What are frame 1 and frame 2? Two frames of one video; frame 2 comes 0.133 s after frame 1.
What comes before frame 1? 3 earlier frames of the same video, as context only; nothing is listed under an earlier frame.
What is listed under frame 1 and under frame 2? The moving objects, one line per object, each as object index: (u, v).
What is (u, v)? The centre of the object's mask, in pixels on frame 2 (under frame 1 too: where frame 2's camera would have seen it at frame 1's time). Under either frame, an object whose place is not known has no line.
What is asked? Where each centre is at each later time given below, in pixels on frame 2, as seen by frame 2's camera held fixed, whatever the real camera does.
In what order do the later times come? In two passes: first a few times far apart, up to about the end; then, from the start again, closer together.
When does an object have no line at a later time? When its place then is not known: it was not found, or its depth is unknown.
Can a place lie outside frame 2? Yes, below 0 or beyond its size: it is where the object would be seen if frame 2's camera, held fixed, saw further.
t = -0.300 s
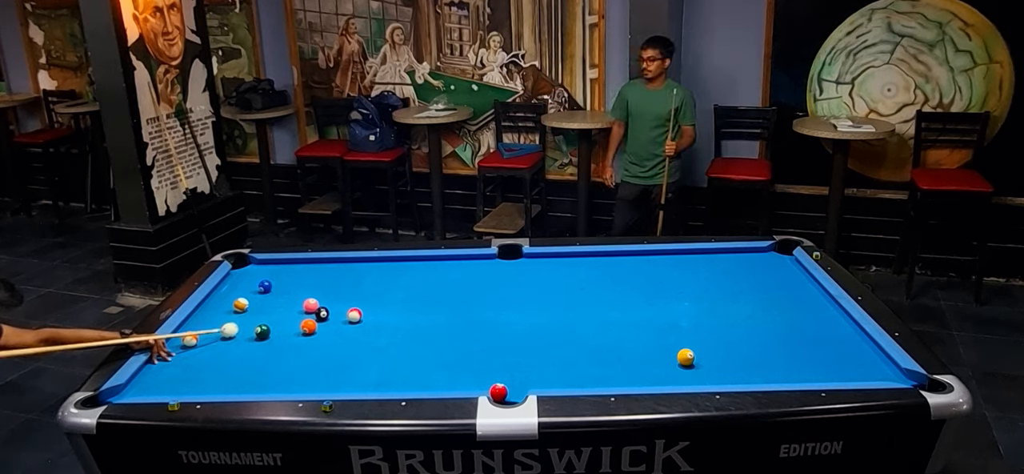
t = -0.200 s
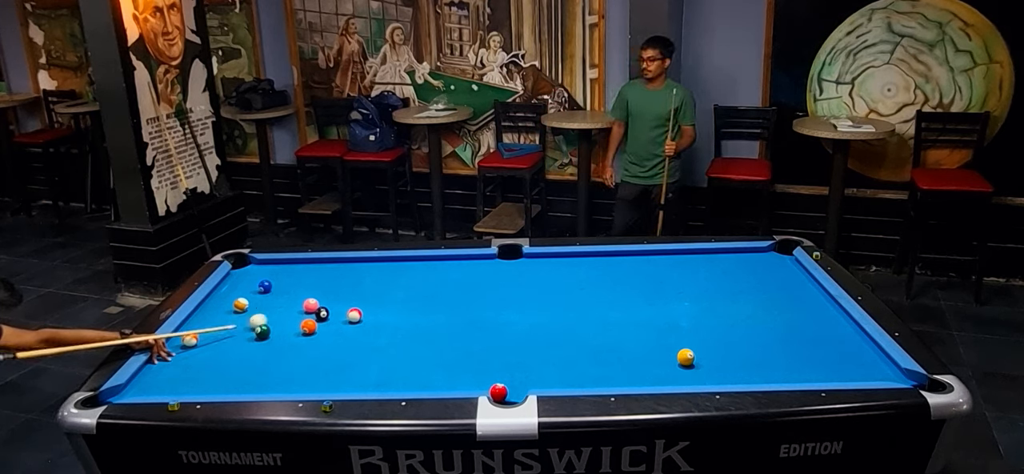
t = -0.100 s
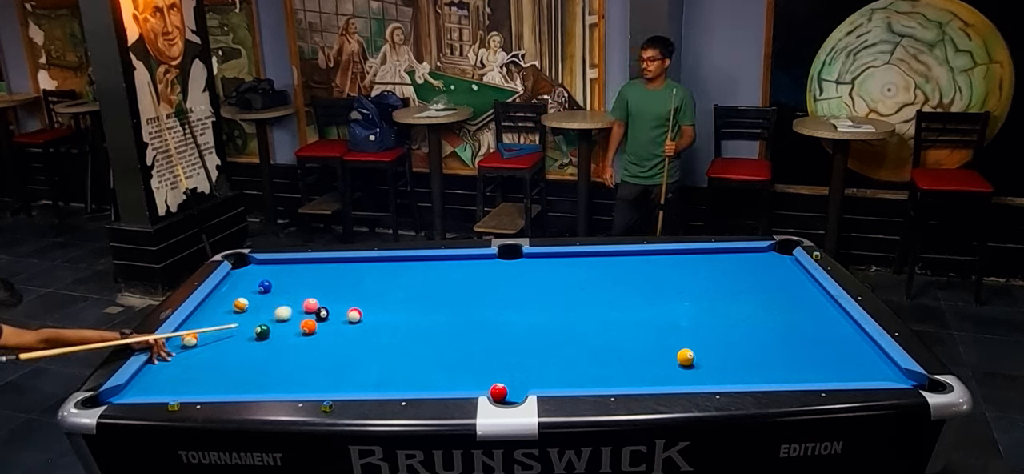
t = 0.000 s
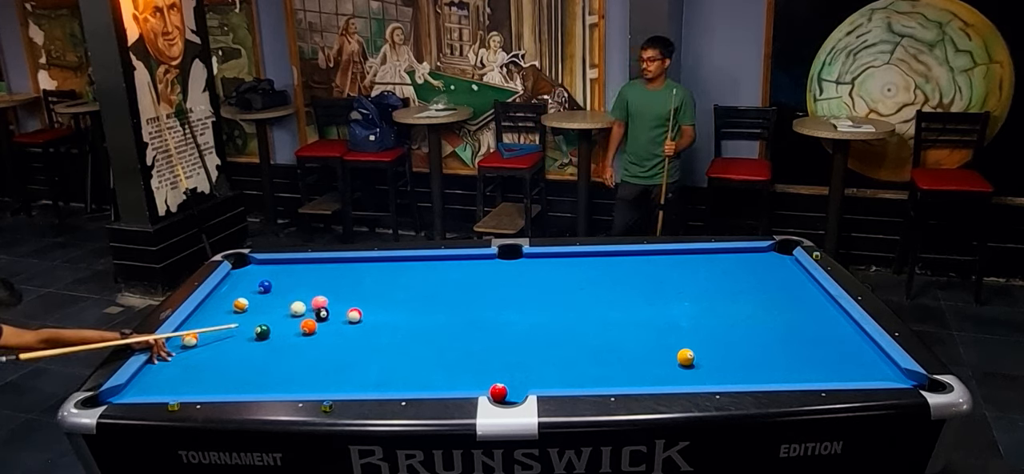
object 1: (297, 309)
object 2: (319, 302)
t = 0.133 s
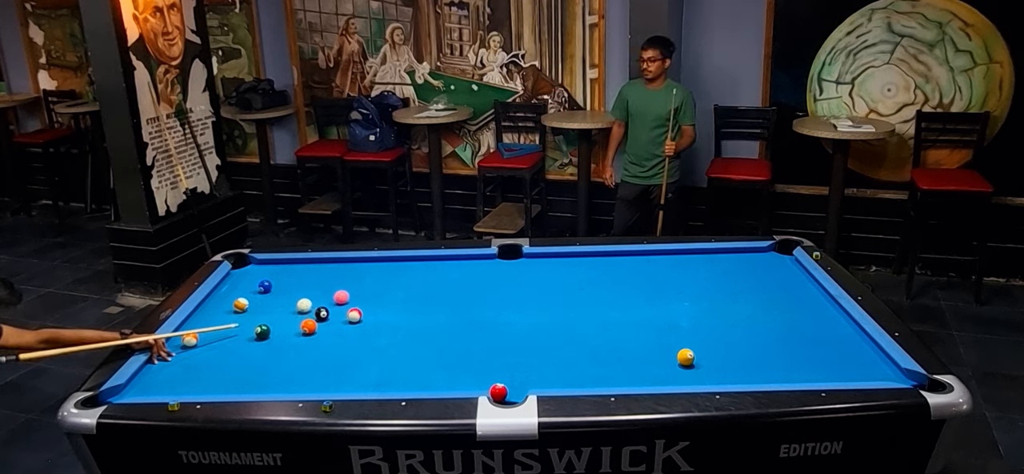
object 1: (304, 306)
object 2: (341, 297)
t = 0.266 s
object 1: (310, 303)
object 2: (361, 292)
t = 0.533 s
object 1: (322, 297)
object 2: (397, 282)
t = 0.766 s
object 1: (331, 293)
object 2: (427, 274)
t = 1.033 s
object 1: (340, 289)
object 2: (458, 266)
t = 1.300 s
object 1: (348, 285)
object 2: (486, 258)
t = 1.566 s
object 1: (355, 282)
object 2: (505, 259)
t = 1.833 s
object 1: (360, 279)
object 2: (520, 262)
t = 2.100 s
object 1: (365, 277)
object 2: (535, 264)
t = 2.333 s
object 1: (368, 276)
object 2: (546, 266)
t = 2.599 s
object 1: (371, 274)
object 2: (558, 268)
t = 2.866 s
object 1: (374, 274)
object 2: (569, 270)
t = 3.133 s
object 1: (374, 273)
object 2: (578, 272)
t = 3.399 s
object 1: (374, 273)
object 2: (587, 273)
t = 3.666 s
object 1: (374, 273)
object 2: (593, 274)
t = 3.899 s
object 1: (374, 273)
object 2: (598, 275)
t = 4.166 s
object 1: (374, 273)
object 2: (602, 275)
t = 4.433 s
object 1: (374, 273)
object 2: (604, 276)
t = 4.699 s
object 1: (374, 273)
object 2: (605, 276)
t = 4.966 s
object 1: (374, 273)
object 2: (605, 276)
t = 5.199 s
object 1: (374, 273)
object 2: (605, 276)
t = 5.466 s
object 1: (374, 273)
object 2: (605, 276)
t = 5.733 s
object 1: (374, 273)
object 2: (605, 276)
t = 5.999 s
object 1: (374, 273)
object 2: (605, 276)
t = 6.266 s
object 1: (374, 273)
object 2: (605, 276)
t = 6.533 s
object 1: (374, 273)
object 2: (605, 276)
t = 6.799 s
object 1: (374, 273)
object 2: (605, 276)
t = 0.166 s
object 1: (305, 305)
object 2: (346, 296)
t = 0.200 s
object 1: (307, 304)
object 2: (351, 294)
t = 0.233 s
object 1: (308, 303)
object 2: (356, 293)
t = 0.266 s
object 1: (310, 303)
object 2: (361, 292)
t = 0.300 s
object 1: (312, 302)
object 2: (365, 290)
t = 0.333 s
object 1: (313, 301)
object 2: (370, 289)
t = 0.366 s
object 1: (314, 300)
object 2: (375, 288)
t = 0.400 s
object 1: (316, 300)
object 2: (379, 287)
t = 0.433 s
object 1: (317, 299)
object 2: (384, 286)
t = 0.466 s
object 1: (319, 298)
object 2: (389, 284)
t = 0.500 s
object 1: (320, 298)
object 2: (393, 283)
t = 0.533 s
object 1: (322, 297)
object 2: (397, 282)
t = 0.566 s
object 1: (323, 296)
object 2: (402, 281)
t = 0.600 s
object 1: (324, 296)
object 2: (406, 280)
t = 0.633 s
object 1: (326, 295)
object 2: (410, 279)
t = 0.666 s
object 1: (327, 295)
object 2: (414, 278)
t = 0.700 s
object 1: (328, 294)
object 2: (418, 276)
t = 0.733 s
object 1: (329, 293)
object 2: (422, 275)
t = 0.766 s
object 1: (331, 293)
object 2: (427, 274)
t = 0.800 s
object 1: (332, 292)
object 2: (431, 273)
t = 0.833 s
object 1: (333, 292)
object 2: (435, 272)
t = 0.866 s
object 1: (334, 291)
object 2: (439, 271)
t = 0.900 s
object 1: (336, 291)
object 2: (443, 270)
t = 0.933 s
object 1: (337, 290)
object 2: (447, 269)
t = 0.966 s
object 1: (338, 290)
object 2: (450, 268)
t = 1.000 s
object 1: (339, 289)
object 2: (454, 267)
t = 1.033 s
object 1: (340, 289)
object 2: (458, 266)
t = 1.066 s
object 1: (341, 288)
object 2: (462, 265)
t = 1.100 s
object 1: (342, 288)
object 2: (465, 264)
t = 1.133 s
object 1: (343, 287)
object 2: (469, 263)
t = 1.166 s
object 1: (344, 287)
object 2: (472, 262)
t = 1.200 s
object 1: (345, 286)
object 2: (476, 261)
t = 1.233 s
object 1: (346, 286)
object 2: (479, 260)
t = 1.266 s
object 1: (347, 285)
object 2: (483, 259)
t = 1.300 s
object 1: (348, 285)
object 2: (486, 258)
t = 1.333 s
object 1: (349, 285)
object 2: (490, 257)
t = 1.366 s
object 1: (350, 284)
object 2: (493, 257)
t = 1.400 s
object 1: (350, 284)
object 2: (495, 257)
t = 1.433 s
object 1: (351, 283)
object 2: (497, 257)
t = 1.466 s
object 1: (352, 283)
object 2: (499, 258)
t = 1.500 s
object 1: (353, 283)
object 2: (501, 258)
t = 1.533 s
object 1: (354, 282)
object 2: (503, 259)
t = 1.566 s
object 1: (355, 282)
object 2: (505, 259)
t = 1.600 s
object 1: (355, 282)
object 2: (507, 259)
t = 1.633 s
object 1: (356, 281)
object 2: (509, 260)
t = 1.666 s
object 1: (357, 281)
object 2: (511, 260)
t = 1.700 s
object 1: (357, 281)
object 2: (513, 260)
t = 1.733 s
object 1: (358, 280)
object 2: (515, 261)
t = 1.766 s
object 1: (359, 280)
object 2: (517, 261)
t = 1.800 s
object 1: (360, 280)
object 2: (519, 261)
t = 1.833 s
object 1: (360, 279)
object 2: (520, 262)
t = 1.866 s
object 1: (361, 279)
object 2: (522, 262)
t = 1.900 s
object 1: (362, 279)
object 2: (524, 262)
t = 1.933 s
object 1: (362, 279)
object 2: (526, 263)
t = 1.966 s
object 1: (363, 278)
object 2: (527, 263)
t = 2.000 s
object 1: (364, 278)
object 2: (529, 263)
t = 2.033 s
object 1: (364, 278)
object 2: (531, 264)
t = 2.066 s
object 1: (365, 278)
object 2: (532, 264)
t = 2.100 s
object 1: (365, 277)
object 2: (535, 264)
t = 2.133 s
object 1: (366, 277)
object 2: (536, 264)
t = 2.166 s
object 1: (366, 277)
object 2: (538, 265)
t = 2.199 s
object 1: (367, 277)
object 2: (540, 265)
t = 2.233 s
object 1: (367, 276)
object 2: (541, 265)
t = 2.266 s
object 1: (367, 276)
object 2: (543, 265)
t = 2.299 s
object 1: (368, 276)
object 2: (544, 266)
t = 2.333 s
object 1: (368, 276)
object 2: (546, 266)
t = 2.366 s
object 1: (369, 276)
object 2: (547, 266)
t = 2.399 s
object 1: (369, 276)
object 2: (549, 267)
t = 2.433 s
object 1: (370, 275)
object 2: (551, 267)
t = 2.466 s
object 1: (370, 275)
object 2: (552, 267)
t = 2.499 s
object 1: (370, 275)
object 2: (554, 267)
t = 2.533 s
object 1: (371, 275)
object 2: (555, 268)
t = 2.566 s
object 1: (371, 275)
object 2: (556, 268)
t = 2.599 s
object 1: (371, 274)
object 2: (558, 268)
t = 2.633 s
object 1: (372, 274)
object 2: (560, 268)
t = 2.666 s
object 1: (372, 274)
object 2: (561, 269)
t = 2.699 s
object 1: (372, 274)
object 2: (562, 269)
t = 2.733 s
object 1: (373, 274)
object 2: (564, 269)
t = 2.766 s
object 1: (373, 274)
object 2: (565, 269)
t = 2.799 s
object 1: (373, 274)
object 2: (566, 270)
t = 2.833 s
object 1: (373, 274)
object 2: (568, 270)
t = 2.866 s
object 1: (374, 274)
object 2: (569, 270)
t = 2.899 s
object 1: (374, 274)
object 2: (570, 270)
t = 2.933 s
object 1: (374, 274)
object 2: (572, 271)
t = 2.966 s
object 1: (374, 273)
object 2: (573, 271)
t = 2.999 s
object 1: (374, 273)
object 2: (574, 271)
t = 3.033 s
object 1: (374, 273)
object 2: (575, 271)
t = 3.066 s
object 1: (374, 273)
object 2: (576, 271)
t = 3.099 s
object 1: (374, 273)
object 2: (577, 271)
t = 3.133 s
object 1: (374, 273)
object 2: (578, 272)
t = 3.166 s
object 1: (374, 273)
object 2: (579, 272)
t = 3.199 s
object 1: (374, 273)
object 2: (581, 272)
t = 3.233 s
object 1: (374, 273)
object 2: (582, 272)
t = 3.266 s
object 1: (374, 273)
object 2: (583, 272)
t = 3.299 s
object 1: (374, 273)
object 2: (584, 272)
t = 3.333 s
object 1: (374, 273)
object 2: (585, 273)
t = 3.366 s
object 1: (374, 273)
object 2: (586, 273)
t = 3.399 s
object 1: (374, 273)
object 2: (587, 273)
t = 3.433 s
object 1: (374, 273)
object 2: (587, 273)
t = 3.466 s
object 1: (374, 273)
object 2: (588, 273)
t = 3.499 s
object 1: (374, 273)
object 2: (589, 274)
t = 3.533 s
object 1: (374, 273)
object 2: (590, 274)
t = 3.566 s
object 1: (374, 273)
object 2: (591, 274)
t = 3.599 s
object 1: (374, 273)
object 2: (592, 274)
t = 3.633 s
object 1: (374, 273)
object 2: (593, 274)
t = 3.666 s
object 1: (374, 273)
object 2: (593, 274)
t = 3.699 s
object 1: (374, 273)
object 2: (594, 274)
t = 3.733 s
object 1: (374, 273)
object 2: (595, 274)
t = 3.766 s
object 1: (374, 273)
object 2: (596, 274)
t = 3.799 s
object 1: (374, 273)
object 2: (596, 275)
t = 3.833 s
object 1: (374, 273)
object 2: (597, 275)
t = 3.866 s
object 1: (374, 273)
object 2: (598, 275)
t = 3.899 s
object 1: (374, 273)
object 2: (598, 275)
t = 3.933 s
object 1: (374, 273)
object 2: (598, 275)
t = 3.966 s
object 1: (374, 273)
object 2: (599, 275)
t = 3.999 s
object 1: (374, 273)
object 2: (600, 275)
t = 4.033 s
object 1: (374, 273)
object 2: (600, 275)
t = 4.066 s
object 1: (374, 273)
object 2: (601, 275)
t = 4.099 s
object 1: (374, 273)
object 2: (601, 275)
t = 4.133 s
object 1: (374, 273)
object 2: (602, 275)
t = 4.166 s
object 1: (374, 273)
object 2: (602, 275)
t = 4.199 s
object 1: (374, 273)
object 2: (602, 275)
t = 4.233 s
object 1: (374, 273)
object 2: (603, 275)
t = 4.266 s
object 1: (374, 273)
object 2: (603, 275)
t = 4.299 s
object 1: (374, 273)
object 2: (603, 275)
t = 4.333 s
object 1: (374, 273)
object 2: (604, 276)
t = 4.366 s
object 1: (374, 273)
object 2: (604, 275)
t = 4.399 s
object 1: (374, 273)
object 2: (604, 275)
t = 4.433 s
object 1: (374, 273)
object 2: (604, 276)
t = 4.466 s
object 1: (374, 273)
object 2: (605, 276)
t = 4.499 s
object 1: (374, 273)
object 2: (605, 276)
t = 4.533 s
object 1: (374, 273)
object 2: (605, 276)
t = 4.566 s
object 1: (374, 273)
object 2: (605, 276)
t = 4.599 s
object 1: (374, 273)
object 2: (605, 276)
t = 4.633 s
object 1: (374, 273)
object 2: (605, 276)
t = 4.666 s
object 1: (374, 273)
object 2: (605, 276)
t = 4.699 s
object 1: (374, 273)
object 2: (605, 276)
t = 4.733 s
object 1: (374, 273)
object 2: (605, 276)
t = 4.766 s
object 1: (374, 273)
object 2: (605, 276)
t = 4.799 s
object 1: (374, 273)
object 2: (605, 276)
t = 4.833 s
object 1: (374, 273)
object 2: (605, 276)
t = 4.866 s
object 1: (374, 273)
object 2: (605, 276)
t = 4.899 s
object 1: (374, 273)
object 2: (605, 276)
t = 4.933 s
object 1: (374, 273)
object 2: (605, 276)
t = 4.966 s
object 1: (374, 273)
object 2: (605, 276)
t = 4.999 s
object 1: (374, 273)
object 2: (605, 276)
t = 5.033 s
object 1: (374, 273)
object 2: (605, 276)
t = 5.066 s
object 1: (374, 273)
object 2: (605, 276)
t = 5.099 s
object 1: (374, 273)
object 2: (605, 276)
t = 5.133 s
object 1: (374, 273)
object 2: (605, 276)
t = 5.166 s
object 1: (374, 273)
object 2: (605, 276)
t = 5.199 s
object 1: (374, 273)
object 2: (605, 276)
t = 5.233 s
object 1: (374, 273)
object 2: (605, 276)
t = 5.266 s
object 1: (374, 273)
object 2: (605, 276)
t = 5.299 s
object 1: (374, 273)
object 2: (605, 276)
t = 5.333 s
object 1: (374, 273)
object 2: (605, 276)
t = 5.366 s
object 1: (374, 273)
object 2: (605, 276)
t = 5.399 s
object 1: (374, 273)
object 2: (605, 276)
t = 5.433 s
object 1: (374, 273)
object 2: (605, 276)
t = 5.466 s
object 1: (374, 273)
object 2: (605, 276)
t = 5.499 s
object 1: (374, 273)
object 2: (605, 276)
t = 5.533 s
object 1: (374, 273)
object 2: (605, 276)
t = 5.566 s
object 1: (374, 273)
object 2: (605, 276)
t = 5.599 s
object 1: (374, 273)
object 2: (605, 276)
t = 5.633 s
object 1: (374, 273)
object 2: (605, 276)
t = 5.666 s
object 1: (374, 273)
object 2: (605, 276)
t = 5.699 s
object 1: (374, 273)
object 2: (605, 276)
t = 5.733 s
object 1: (374, 273)
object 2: (605, 276)
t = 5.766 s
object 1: (374, 273)
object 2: (605, 276)
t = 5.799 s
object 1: (374, 273)
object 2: (605, 276)
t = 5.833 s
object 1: (374, 273)
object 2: (605, 276)
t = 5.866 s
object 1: (374, 273)
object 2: (605, 276)
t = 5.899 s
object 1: (374, 273)
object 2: (605, 276)
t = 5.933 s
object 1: (374, 273)
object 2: (605, 276)
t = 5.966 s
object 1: (374, 273)
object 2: (605, 276)
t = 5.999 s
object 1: (374, 273)
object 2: (605, 276)
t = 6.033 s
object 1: (374, 273)
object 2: (605, 276)
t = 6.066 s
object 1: (374, 273)
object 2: (605, 276)
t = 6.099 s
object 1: (374, 273)
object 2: (605, 276)
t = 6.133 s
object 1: (374, 273)
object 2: (605, 276)
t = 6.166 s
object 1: (374, 273)
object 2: (605, 276)
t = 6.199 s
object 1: (374, 273)
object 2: (605, 276)
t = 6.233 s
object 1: (374, 273)
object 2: (605, 276)
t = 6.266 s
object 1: (374, 273)
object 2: (605, 276)
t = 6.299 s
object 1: (374, 273)
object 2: (605, 276)
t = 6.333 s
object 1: (374, 273)
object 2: (605, 276)
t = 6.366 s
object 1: (374, 273)
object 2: (605, 276)
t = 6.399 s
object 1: (374, 273)
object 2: (605, 276)
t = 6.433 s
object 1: (374, 273)
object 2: (605, 276)
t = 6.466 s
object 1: (374, 273)
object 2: (605, 276)
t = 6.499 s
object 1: (374, 273)
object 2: (605, 276)
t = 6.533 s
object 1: (374, 273)
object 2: (605, 276)
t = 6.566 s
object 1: (374, 273)
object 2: (605, 276)
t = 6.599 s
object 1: (374, 273)
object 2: (605, 276)
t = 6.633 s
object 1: (374, 273)
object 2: (605, 276)
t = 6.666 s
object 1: (374, 273)
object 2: (605, 276)
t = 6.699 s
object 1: (374, 273)
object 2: (605, 276)
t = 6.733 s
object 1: (374, 273)
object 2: (605, 276)
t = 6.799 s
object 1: (374, 273)
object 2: (605, 276)
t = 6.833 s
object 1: (374, 273)
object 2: (605, 276)
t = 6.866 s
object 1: (374, 273)
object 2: (605, 276)
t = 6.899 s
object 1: (374, 273)
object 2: (605, 276)
